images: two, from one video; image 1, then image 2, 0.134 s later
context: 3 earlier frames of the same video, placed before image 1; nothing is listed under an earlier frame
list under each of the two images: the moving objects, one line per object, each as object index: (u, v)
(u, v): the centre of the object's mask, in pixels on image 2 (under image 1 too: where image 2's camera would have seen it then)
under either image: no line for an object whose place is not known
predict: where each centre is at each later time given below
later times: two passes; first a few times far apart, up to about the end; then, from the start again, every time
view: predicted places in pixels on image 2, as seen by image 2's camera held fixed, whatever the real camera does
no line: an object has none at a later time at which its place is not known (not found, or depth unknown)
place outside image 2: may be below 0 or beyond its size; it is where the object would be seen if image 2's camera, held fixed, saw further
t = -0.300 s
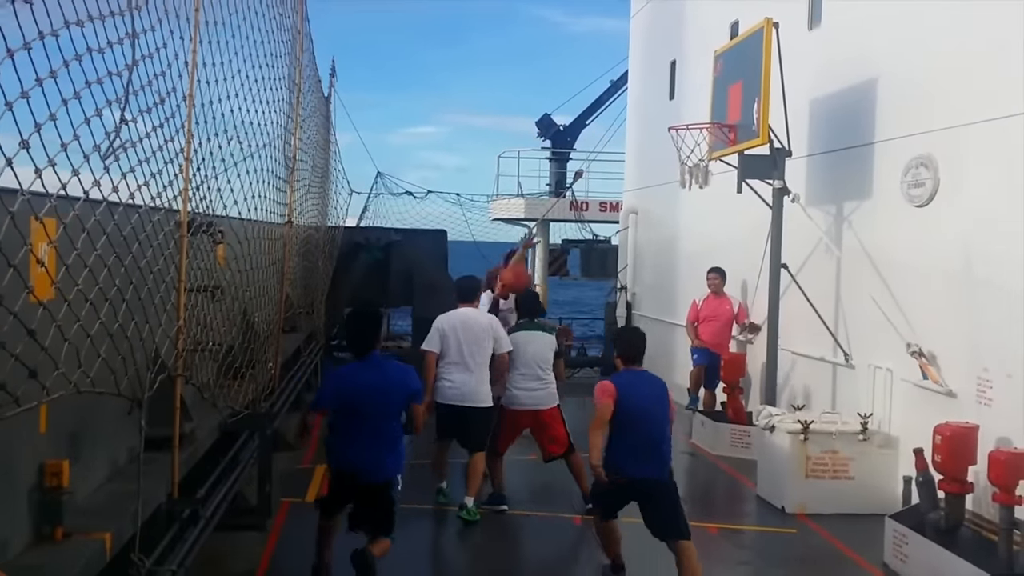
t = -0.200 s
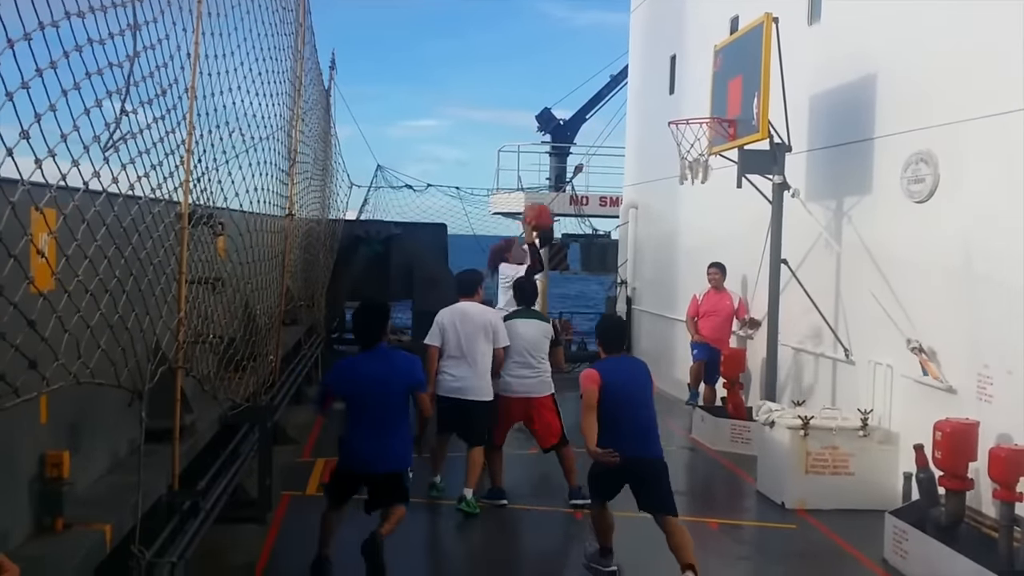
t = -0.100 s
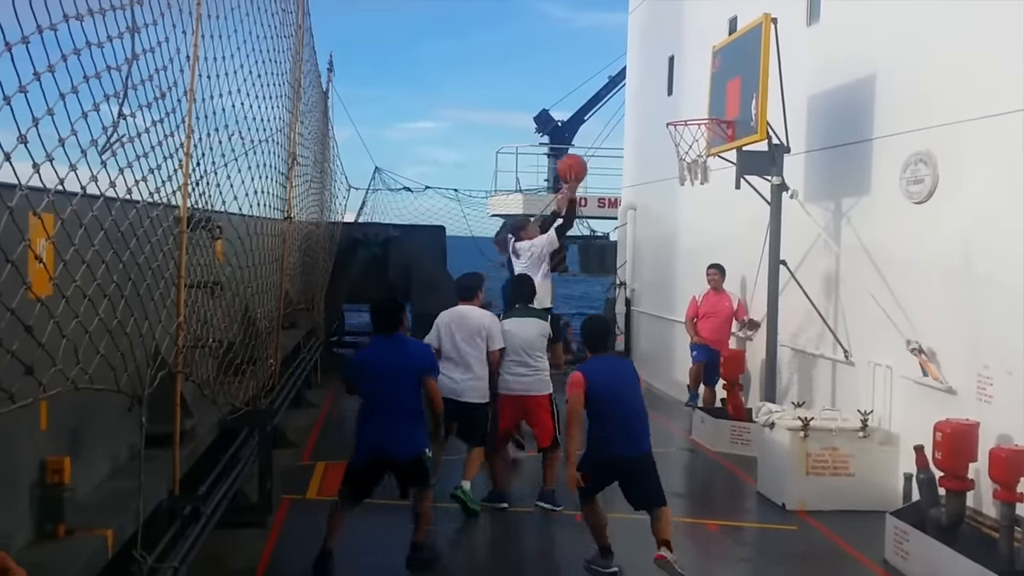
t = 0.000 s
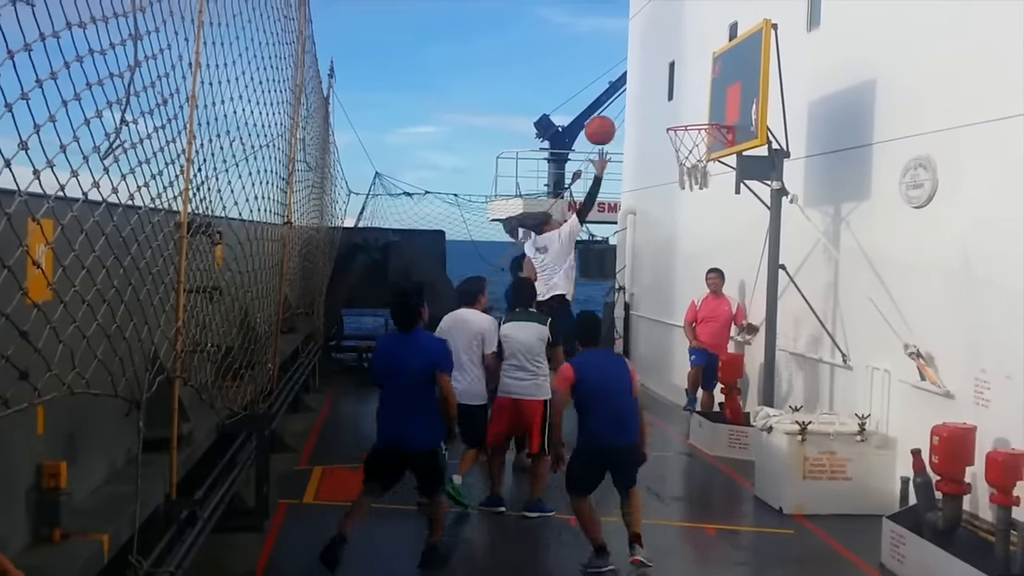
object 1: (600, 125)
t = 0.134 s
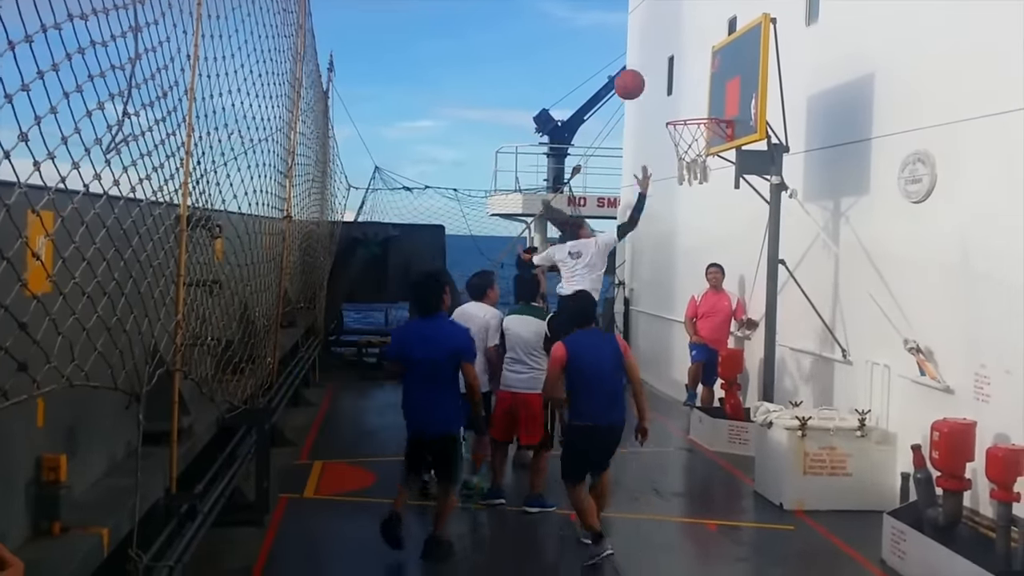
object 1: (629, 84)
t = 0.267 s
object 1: (658, 65)
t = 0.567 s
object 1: (715, 105)
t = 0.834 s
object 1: (682, 106)
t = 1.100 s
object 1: (693, 128)
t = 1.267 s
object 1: (701, 165)
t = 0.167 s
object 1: (636, 77)
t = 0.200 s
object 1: (643, 72)
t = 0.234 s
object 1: (652, 68)
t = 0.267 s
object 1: (658, 65)
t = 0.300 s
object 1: (666, 65)
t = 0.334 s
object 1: (673, 66)
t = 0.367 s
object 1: (681, 67)
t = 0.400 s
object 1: (687, 70)
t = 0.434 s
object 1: (695, 75)
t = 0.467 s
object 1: (701, 82)
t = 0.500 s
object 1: (708, 89)
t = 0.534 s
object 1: (714, 99)
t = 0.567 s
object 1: (715, 105)
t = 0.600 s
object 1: (711, 105)
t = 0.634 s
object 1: (702, 104)
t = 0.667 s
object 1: (697, 106)
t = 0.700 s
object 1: (689, 108)
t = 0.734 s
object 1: (683, 113)
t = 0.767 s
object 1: (681, 111)
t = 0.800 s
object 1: (683, 108)
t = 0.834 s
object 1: (682, 106)
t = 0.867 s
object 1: (683, 106)
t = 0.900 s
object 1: (683, 107)
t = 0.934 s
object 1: (683, 110)
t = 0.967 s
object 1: (684, 114)
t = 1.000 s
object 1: (684, 118)
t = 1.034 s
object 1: (688, 120)
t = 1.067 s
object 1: (689, 123)
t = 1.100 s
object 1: (693, 128)
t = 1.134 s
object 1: (694, 134)
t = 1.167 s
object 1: (698, 142)
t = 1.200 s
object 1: (700, 149)
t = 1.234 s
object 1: (700, 157)
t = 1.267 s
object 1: (701, 165)
